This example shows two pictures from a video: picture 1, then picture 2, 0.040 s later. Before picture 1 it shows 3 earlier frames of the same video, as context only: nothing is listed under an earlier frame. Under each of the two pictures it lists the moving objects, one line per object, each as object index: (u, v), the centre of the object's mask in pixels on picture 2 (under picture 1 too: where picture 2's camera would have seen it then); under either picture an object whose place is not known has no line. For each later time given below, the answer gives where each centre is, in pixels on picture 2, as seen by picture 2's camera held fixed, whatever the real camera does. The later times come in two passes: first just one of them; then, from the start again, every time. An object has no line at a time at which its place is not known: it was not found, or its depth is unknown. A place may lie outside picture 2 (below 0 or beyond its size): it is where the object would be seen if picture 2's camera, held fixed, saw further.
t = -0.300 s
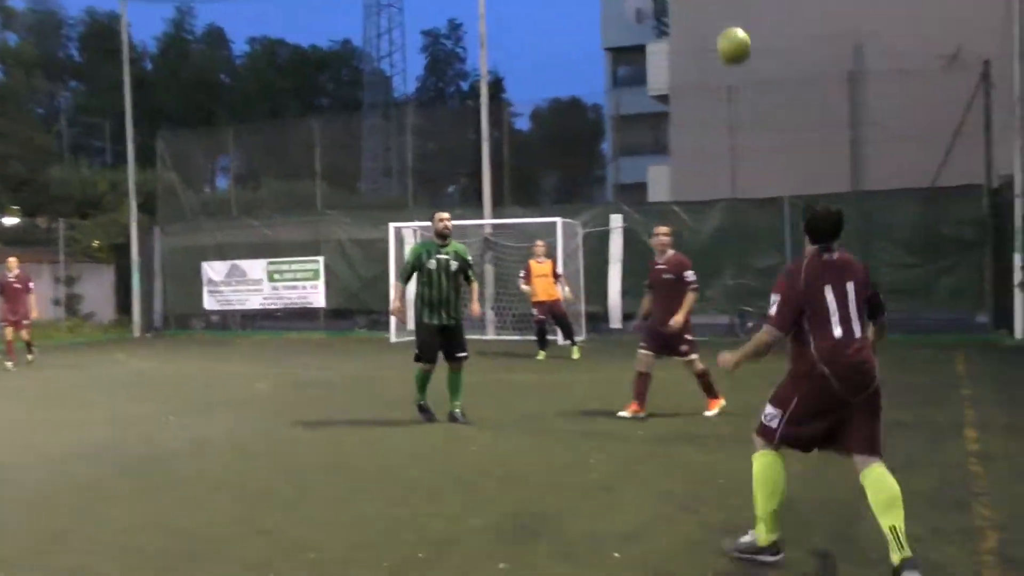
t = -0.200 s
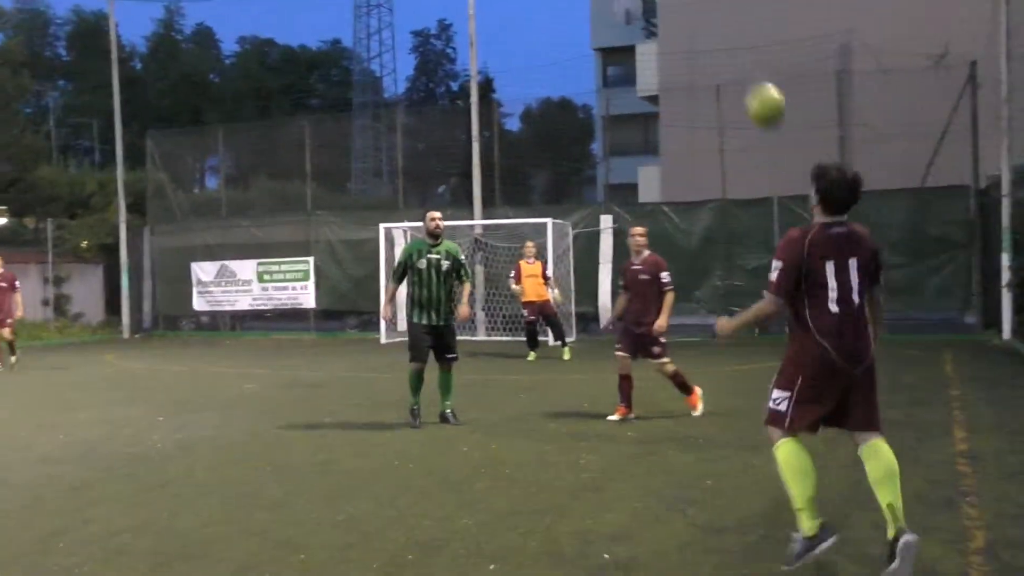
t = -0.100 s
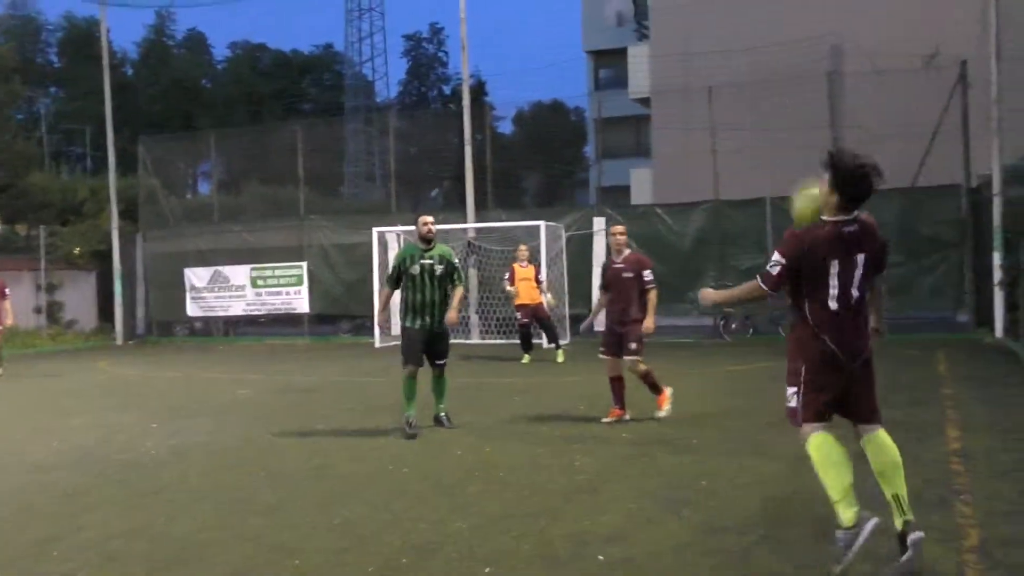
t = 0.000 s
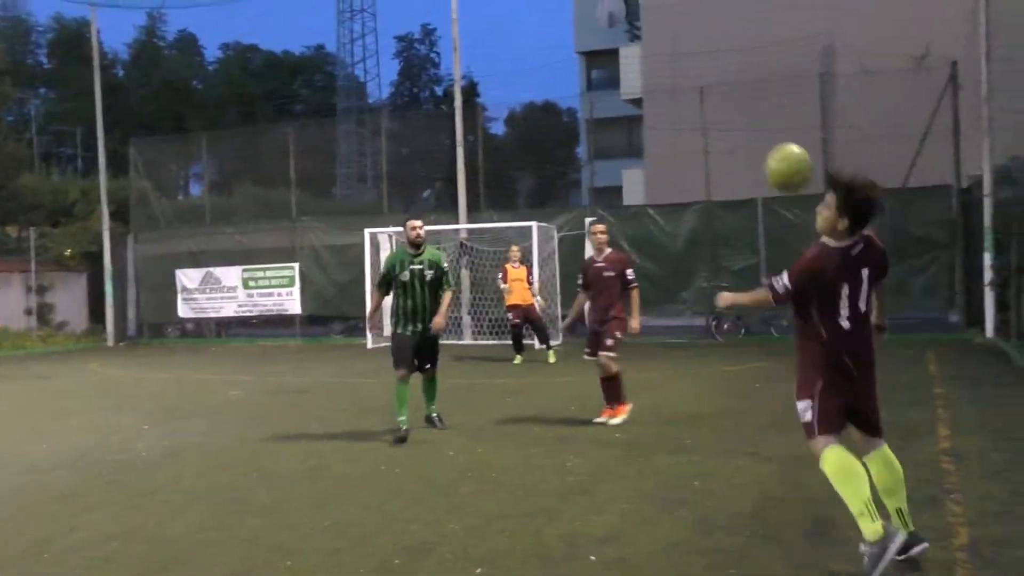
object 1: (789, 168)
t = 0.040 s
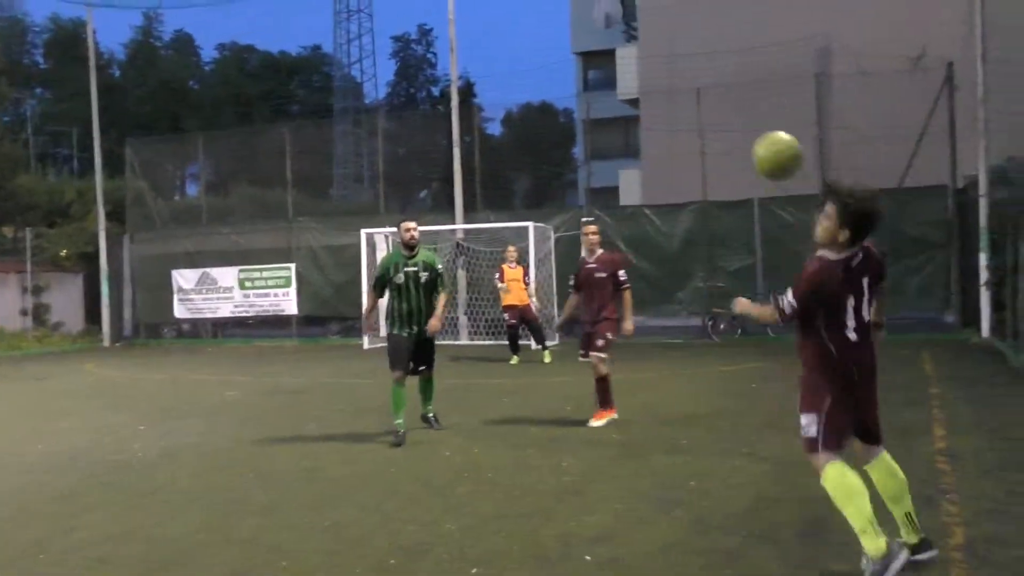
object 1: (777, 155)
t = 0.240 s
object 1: (728, 140)
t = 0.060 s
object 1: (769, 150)
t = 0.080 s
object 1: (765, 146)
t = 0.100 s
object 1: (759, 143)
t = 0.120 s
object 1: (757, 140)
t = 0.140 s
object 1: (750, 136)
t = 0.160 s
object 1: (747, 134)
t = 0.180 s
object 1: (742, 135)
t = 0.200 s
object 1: (738, 136)
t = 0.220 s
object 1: (734, 137)
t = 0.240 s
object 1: (728, 140)
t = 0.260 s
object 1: (722, 143)
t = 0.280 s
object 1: (716, 149)
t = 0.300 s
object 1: (711, 154)
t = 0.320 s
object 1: (704, 162)
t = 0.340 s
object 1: (697, 169)
